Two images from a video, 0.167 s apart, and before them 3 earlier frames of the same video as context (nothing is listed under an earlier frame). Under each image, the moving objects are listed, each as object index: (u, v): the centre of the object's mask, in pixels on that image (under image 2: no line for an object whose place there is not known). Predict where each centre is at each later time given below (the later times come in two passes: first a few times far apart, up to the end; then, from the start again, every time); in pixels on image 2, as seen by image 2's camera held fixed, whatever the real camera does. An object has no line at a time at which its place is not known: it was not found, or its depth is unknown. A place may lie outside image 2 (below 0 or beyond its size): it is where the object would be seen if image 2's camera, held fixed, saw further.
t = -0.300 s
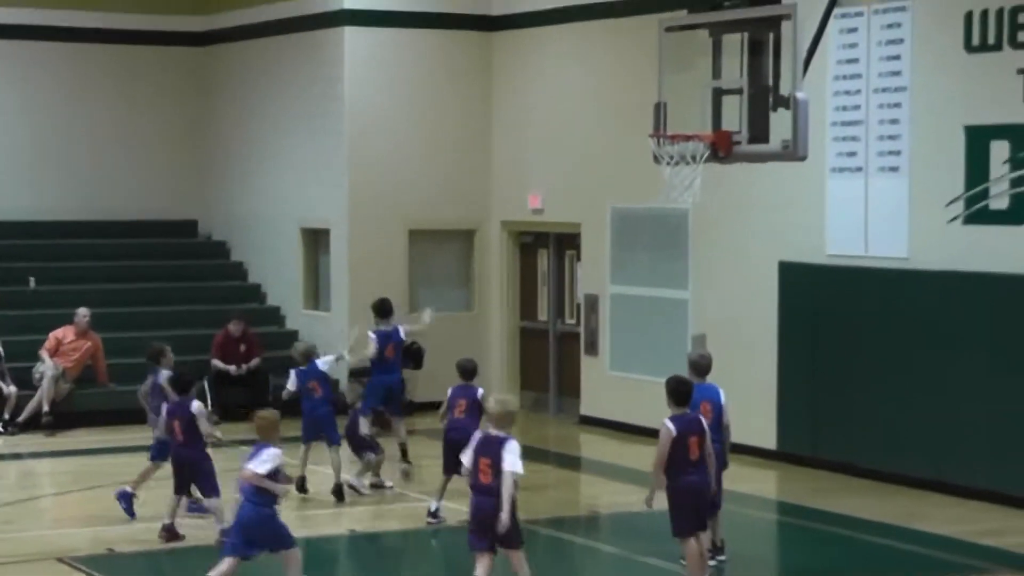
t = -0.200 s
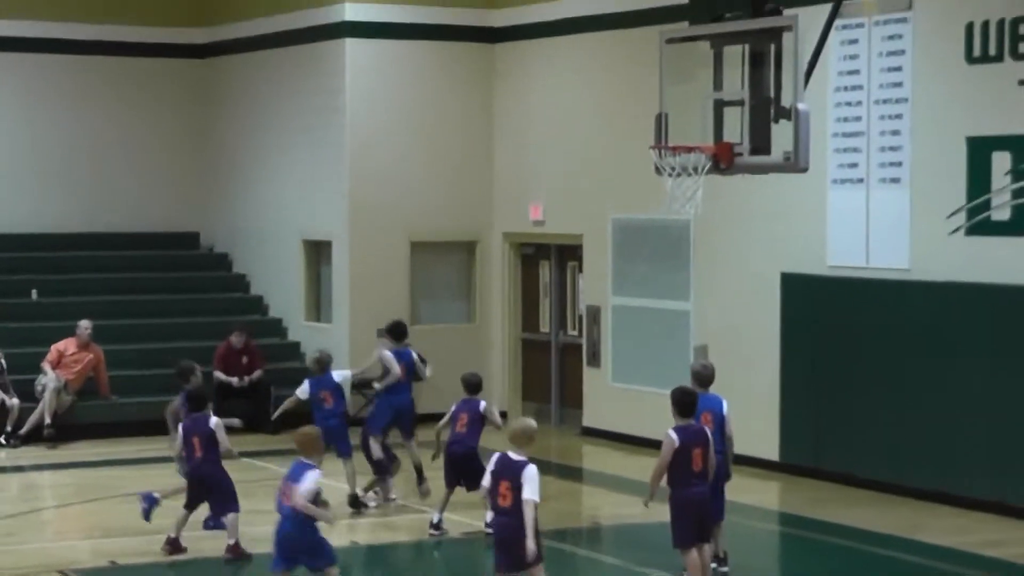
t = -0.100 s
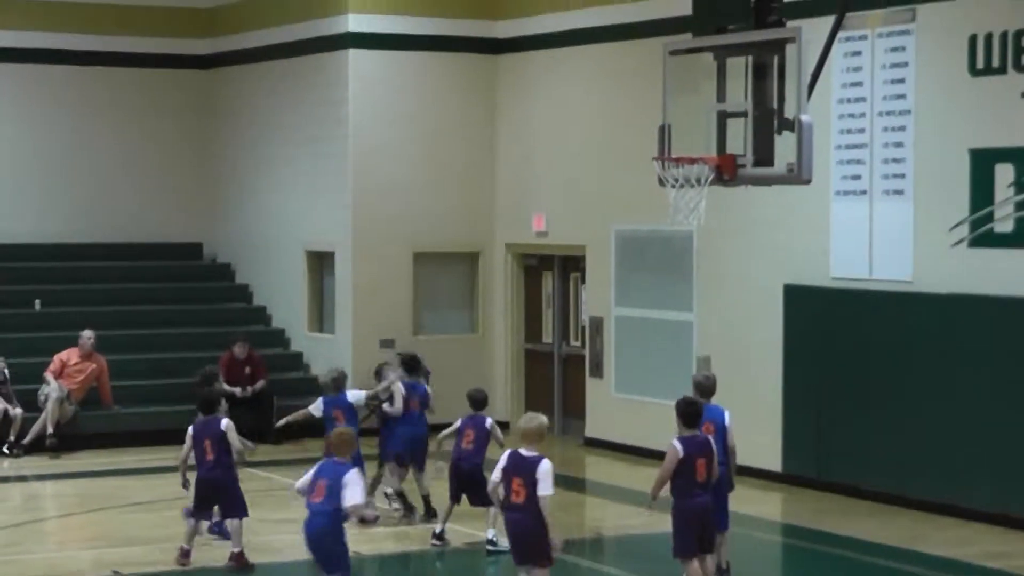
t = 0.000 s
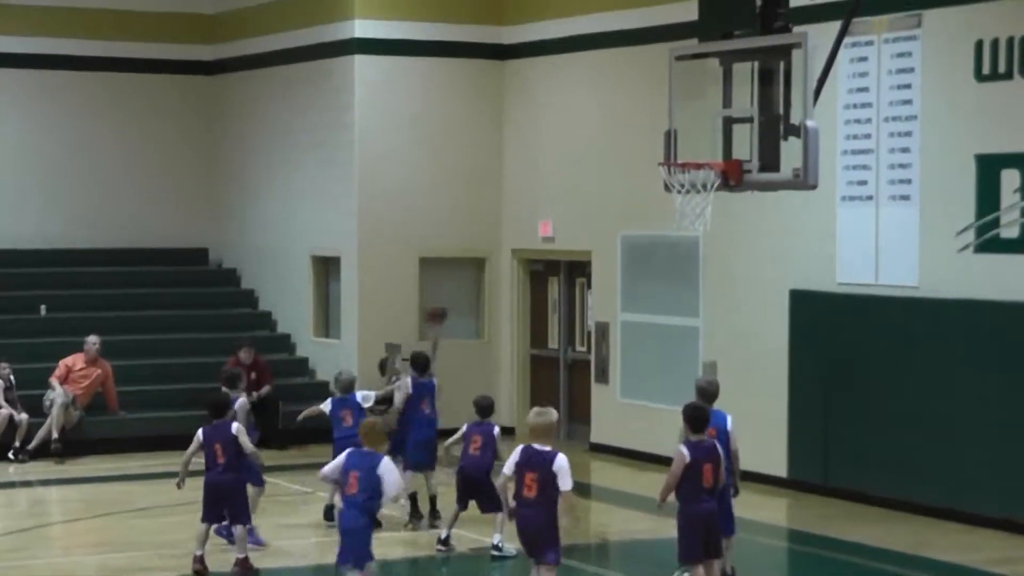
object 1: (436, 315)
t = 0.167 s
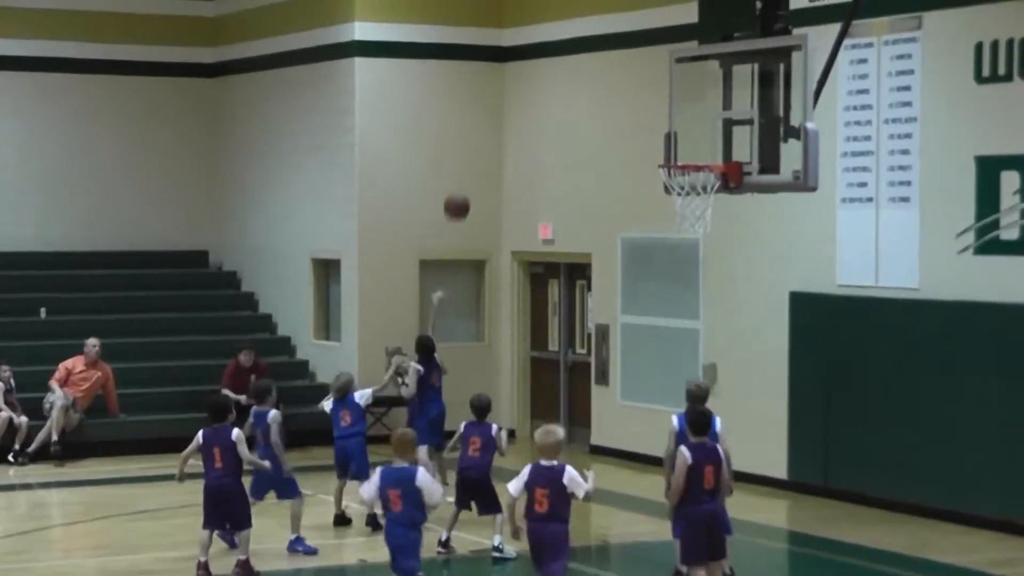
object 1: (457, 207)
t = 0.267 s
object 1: (470, 155)
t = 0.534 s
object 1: (508, 64)
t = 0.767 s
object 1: (540, 53)
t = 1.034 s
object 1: (582, 129)
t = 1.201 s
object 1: (608, 229)
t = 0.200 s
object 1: (461, 189)
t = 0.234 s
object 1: (466, 171)
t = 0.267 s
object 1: (470, 155)
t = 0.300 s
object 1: (475, 140)
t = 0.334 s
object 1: (479, 126)
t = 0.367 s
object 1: (484, 112)
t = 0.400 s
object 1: (488, 100)
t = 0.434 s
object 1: (493, 90)
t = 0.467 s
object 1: (498, 81)
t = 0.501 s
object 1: (503, 71)
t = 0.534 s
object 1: (508, 64)
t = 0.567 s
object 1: (512, 59)
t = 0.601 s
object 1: (516, 54)
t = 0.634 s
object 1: (522, 51)
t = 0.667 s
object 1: (527, 50)
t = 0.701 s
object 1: (531, 50)
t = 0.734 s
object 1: (536, 51)
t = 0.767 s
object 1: (540, 53)
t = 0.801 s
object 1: (547, 57)
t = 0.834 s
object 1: (551, 62)
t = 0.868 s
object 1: (556, 69)
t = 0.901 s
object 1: (561, 78)
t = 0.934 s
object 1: (566, 88)
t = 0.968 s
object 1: (572, 100)
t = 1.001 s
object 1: (577, 114)
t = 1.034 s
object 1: (582, 129)
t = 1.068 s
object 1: (587, 145)
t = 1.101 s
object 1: (592, 163)
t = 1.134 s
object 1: (598, 183)
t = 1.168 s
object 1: (602, 205)
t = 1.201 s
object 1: (608, 229)
